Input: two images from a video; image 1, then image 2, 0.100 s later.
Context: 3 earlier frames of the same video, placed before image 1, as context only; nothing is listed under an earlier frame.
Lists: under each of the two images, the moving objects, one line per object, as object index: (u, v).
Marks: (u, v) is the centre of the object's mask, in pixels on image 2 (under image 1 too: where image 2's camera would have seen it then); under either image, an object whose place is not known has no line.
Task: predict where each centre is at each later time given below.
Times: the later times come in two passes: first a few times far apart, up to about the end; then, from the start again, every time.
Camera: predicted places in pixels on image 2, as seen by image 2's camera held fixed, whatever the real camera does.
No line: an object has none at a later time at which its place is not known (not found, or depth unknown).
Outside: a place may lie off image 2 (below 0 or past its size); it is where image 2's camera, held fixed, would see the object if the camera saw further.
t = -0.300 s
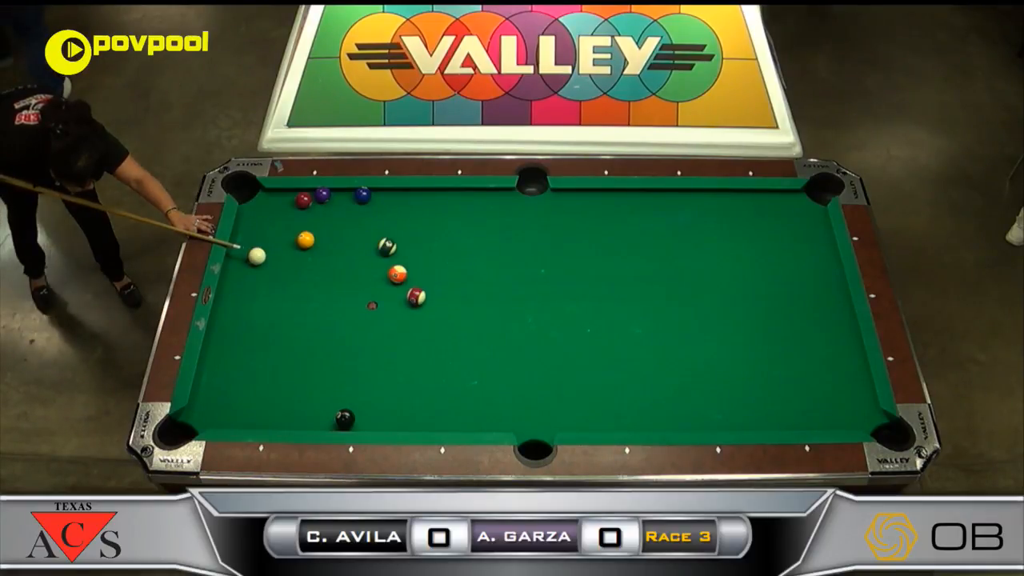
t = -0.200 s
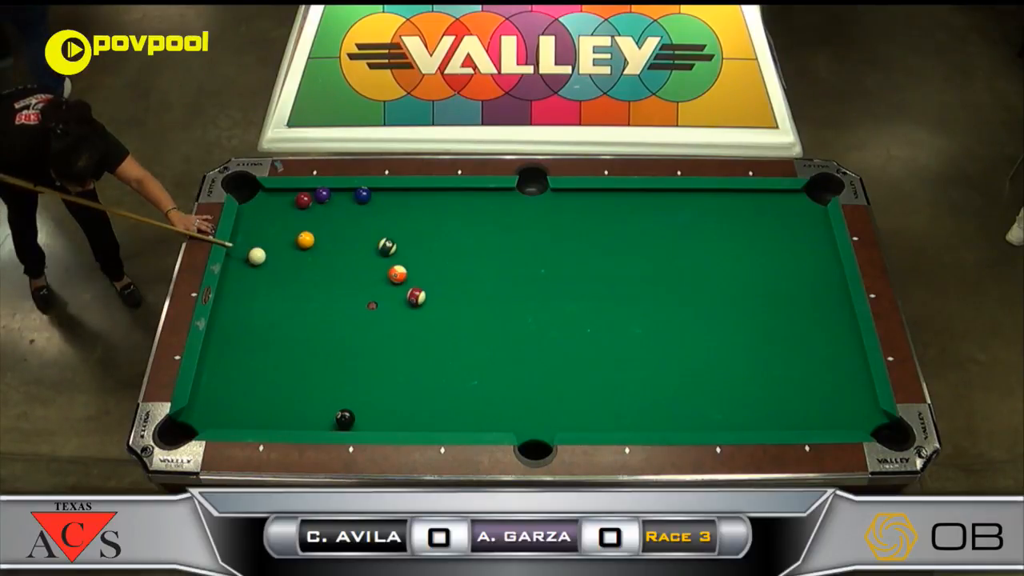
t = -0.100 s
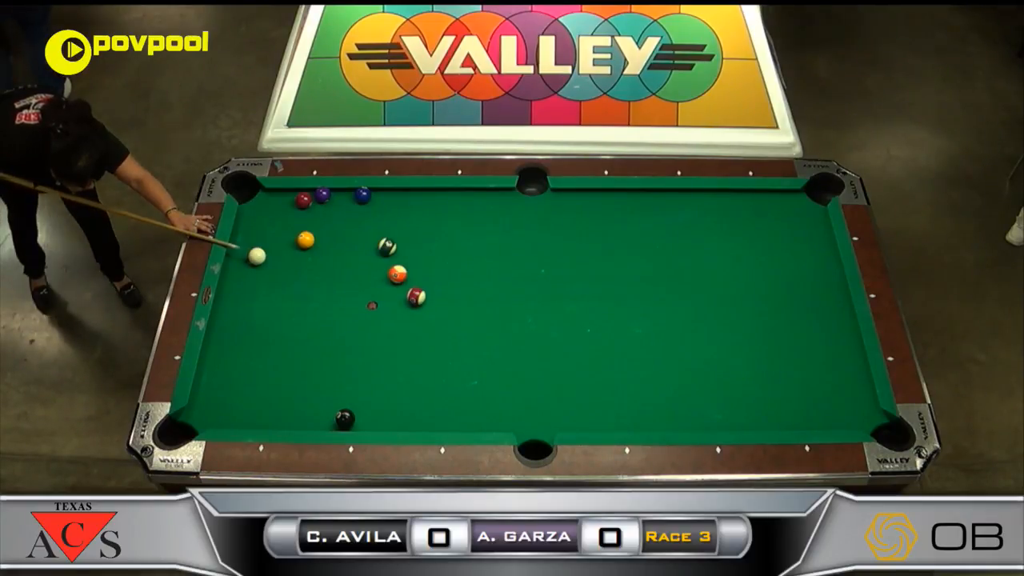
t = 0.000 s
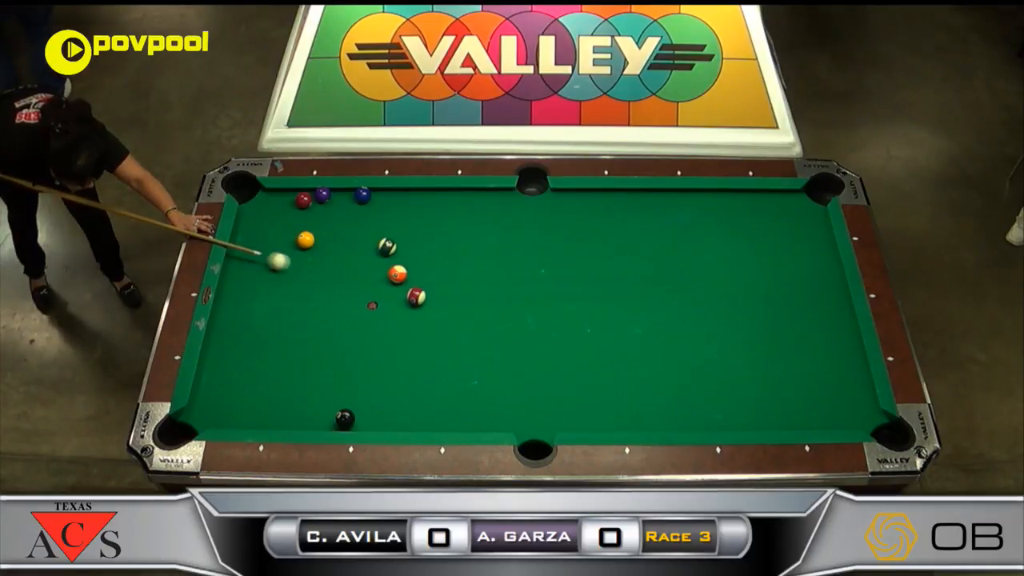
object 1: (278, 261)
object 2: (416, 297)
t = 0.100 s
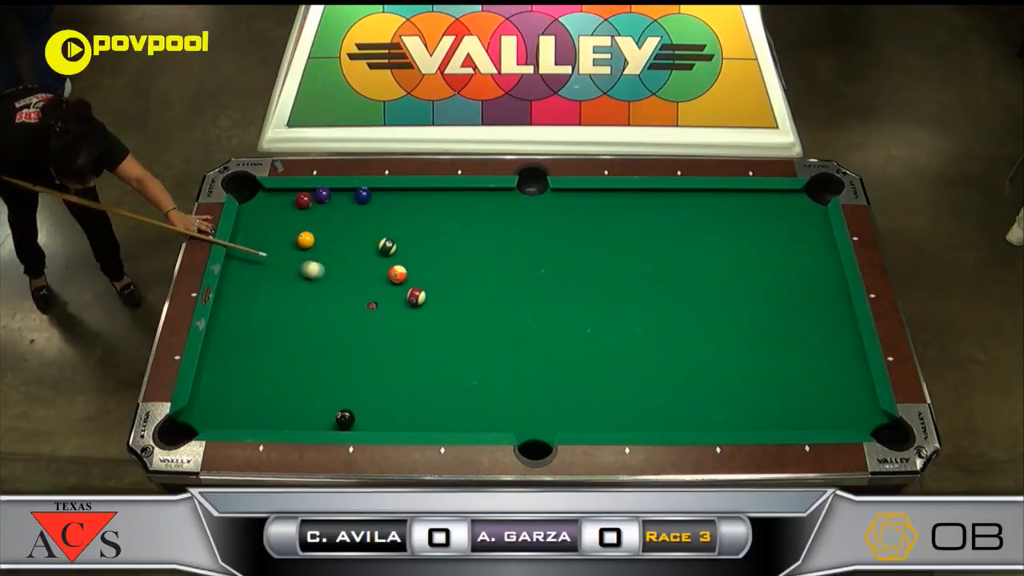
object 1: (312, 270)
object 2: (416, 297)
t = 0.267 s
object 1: (370, 284)
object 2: (416, 297)
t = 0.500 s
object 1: (409, 291)
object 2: (458, 309)
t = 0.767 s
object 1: (432, 294)
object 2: (518, 326)
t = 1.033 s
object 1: (453, 296)
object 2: (578, 343)
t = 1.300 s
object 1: (472, 297)
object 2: (636, 359)
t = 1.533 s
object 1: (487, 299)
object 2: (685, 373)
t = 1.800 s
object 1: (503, 301)
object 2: (740, 388)
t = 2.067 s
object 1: (517, 303)
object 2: (794, 402)
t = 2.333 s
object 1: (529, 305)
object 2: (845, 415)
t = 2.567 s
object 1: (537, 307)
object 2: (884, 428)
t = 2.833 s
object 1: (545, 308)
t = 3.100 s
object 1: (551, 309)
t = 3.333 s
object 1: (555, 310)
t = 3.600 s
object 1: (556, 311)
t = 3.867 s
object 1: (557, 311)
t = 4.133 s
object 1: (557, 311)
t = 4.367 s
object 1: (557, 311)
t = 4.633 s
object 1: (557, 311)
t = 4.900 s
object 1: (557, 311)
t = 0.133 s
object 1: (324, 273)
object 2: (415, 297)
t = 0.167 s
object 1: (335, 275)
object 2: (416, 297)
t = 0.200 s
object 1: (347, 278)
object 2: (416, 297)
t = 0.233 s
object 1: (358, 281)
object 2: (416, 297)
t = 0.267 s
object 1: (370, 284)
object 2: (416, 297)
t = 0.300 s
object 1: (382, 287)
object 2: (416, 297)
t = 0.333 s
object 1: (394, 290)
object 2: (416, 297)
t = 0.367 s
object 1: (400, 291)
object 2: (422, 299)
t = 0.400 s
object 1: (401, 291)
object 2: (433, 302)
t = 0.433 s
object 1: (403, 291)
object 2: (442, 305)
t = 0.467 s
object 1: (406, 291)
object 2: (450, 307)
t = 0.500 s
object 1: (409, 291)
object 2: (458, 309)
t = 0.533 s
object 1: (412, 292)
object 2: (466, 311)
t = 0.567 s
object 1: (415, 292)
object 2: (474, 314)
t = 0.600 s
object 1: (418, 292)
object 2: (480, 316)
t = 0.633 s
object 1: (421, 292)
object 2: (488, 318)
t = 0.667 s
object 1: (424, 293)
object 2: (497, 320)
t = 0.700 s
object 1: (426, 293)
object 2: (504, 323)
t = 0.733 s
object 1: (429, 293)
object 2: (510, 324)
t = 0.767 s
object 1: (432, 294)
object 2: (518, 326)
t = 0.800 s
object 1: (435, 294)
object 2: (526, 329)
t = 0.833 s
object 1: (437, 294)
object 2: (533, 331)
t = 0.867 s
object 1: (440, 294)
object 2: (540, 333)
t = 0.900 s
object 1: (443, 295)
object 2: (548, 335)
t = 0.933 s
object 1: (445, 295)
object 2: (556, 337)
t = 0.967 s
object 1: (448, 295)
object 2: (563, 340)
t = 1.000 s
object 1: (450, 295)
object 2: (570, 341)
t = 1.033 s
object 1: (453, 296)
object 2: (578, 343)
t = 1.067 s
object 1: (455, 296)
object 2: (585, 346)
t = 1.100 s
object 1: (458, 296)
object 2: (591, 348)
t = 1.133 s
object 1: (460, 296)
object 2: (599, 349)
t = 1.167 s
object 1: (463, 296)
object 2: (607, 351)
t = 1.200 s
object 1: (465, 297)
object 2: (614, 354)
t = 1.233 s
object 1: (468, 297)
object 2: (621, 356)
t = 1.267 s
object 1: (470, 297)
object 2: (628, 357)
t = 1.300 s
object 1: (472, 297)
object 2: (636, 359)
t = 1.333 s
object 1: (474, 298)
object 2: (644, 362)
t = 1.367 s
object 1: (477, 298)
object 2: (649, 364)
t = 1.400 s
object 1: (479, 298)
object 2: (657, 365)
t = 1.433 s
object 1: (481, 299)
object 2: (665, 367)
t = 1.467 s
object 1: (483, 299)
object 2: (672, 370)
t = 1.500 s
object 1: (485, 299)
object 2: (678, 372)
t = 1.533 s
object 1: (487, 299)
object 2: (685, 373)
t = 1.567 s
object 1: (489, 300)
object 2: (693, 375)
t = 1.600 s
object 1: (491, 300)
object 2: (700, 378)
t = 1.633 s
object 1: (494, 300)
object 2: (706, 380)
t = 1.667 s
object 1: (495, 300)
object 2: (712, 381)
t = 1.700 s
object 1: (497, 301)
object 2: (720, 383)
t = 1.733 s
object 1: (499, 301)
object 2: (728, 385)
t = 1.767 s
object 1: (501, 301)
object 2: (734, 387)
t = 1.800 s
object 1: (503, 301)
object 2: (740, 388)
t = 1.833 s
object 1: (505, 302)
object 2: (747, 389)
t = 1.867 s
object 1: (507, 302)
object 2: (755, 391)
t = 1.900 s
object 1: (508, 302)
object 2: (762, 394)
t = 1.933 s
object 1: (510, 302)
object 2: (767, 396)
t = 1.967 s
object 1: (512, 302)
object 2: (773, 396)
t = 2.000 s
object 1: (514, 303)
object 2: (781, 397)
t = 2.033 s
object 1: (515, 303)
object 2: (788, 401)
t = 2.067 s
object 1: (517, 303)
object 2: (794, 402)
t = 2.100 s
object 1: (518, 303)
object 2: (799, 403)
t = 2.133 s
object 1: (520, 304)
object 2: (806, 404)
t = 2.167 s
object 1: (522, 304)
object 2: (813, 406)
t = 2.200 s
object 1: (523, 304)
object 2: (820, 408)
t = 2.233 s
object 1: (525, 304)
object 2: (824, 410)
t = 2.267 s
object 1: (526, 305)
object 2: (830, 411)
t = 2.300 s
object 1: (527, 305)
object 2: (837, 412)
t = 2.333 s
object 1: (529, 305)
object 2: (845, 415)
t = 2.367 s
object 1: (530, 305)
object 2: (851, 417)
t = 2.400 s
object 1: (531, 306)
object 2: (855, 418)
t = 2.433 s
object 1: (533, 306)
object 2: (861, 418)
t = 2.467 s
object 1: (534, 306)
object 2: (868, 420)
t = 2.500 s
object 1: (535, 306)
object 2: (874, 421)
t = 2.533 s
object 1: (536, 306)
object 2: (880, 424)
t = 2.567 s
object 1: (537, 307)
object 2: (884, 428)
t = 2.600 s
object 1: (538, 307)
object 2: (887, 432)
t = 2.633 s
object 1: (539, 307)
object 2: (891, 439)
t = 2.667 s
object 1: (540, 307)
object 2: (895, 444)
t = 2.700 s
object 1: (542, 307)
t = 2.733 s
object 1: (542, 307)
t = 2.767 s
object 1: (543, 308)
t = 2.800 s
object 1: (544, 308)
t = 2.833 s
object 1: (545, 308)
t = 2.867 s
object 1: (546, 308)
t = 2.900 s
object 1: (547, 308)
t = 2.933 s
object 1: (548, 308)
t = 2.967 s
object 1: (548, 308)
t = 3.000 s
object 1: (549, 308)
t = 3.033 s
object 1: (550, 309)
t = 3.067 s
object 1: (551, 309)
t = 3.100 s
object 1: (551, 309)
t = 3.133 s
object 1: (552, 309)
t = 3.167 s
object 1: (552, 309)
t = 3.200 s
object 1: (553, 309)
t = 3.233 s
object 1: (553, 309)
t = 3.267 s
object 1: (554, 310)
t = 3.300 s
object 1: (554, 310)
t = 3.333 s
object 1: (555, 310)
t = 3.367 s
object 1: (555, 310)
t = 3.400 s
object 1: (555, 310)
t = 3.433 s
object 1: (555, 311)
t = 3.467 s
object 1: (555, 311)
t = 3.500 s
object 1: (556, 311)
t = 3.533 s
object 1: (556, 311)
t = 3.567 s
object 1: (556, 311)
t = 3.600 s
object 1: (556, 311)
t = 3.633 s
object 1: (557, 311)
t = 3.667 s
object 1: (557, 311)
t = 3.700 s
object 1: (557, 311)
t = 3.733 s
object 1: (557, 311)
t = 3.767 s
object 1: (557, 311)
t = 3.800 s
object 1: (557, 311)
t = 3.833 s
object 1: (557, 311)
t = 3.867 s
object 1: (557, 311)
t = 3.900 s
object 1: (557, 311)
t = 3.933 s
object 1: (557, 311)
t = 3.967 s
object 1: (557, 311)
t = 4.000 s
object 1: (557, 311)
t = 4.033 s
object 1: (557, 311)
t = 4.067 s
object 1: (557, 311)
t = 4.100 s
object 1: (557, 311)
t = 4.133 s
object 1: (557, 311)
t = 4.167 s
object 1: (557, 311)
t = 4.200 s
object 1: (557, 311)
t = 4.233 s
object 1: (557, 311)
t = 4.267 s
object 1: (557, 311)
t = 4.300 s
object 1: (557, 311)
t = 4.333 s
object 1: (557, 311)
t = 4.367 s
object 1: (557, 311)
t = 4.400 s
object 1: (557, 311)
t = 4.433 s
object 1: (557, 311)
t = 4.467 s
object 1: (557, 311)
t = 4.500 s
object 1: (557, 311)
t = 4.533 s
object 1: (557, 311)
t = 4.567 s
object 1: (557, 311)
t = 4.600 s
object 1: (557, 311)
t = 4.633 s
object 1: (557, 311)
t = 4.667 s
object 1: (557, 311)
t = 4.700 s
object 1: (557, 311)
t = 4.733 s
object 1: (557, 311)
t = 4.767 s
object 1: (557, 311)
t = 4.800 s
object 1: (557, 311)
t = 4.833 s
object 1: (557, 311)
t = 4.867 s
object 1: (557, 311)
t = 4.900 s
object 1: (557, 311)
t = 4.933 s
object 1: (557, 311)
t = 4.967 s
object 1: (557, 311)
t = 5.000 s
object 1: (557, 311)
